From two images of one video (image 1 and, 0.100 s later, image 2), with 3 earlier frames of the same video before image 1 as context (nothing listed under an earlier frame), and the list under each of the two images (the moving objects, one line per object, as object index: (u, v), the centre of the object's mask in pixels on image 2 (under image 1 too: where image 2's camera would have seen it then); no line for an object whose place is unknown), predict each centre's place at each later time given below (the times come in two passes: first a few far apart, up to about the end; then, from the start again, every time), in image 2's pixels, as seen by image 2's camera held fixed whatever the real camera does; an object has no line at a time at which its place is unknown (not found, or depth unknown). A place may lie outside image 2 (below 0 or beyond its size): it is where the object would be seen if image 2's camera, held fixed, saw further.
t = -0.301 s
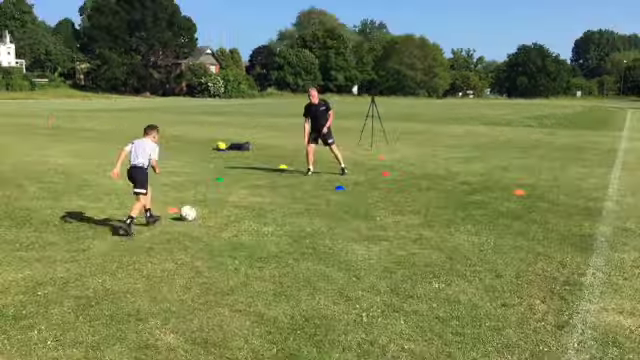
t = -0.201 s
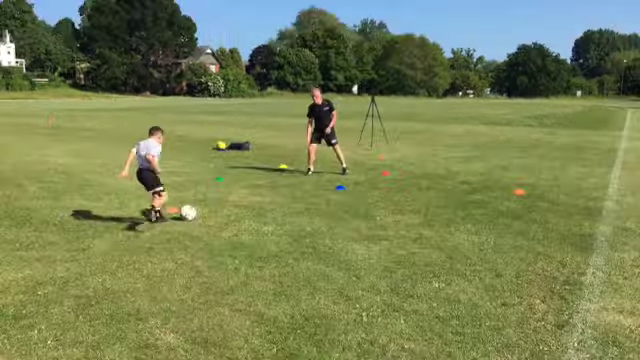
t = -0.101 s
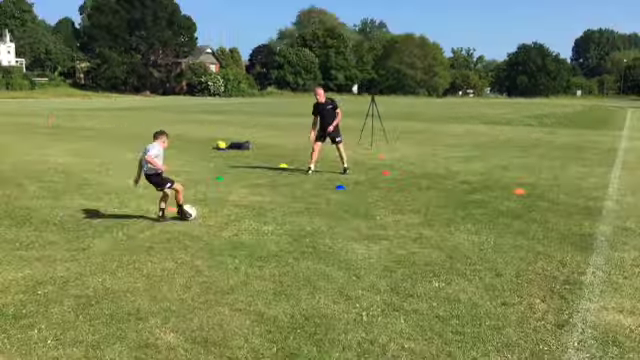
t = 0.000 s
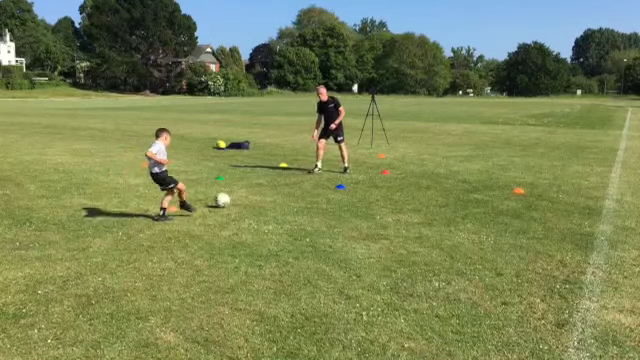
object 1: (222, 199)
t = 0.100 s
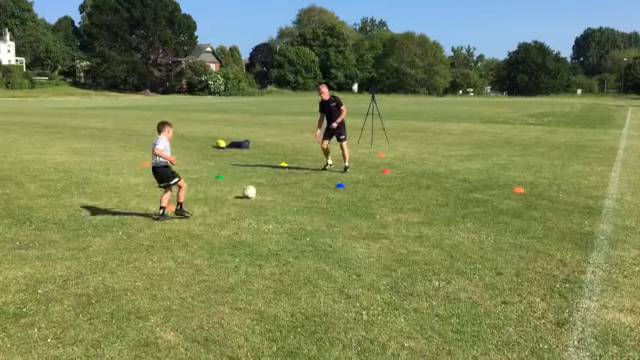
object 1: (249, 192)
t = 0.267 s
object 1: (281, 182)
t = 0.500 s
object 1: (311, 170)
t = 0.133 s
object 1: (256, 189)
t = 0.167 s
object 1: (263, 186)
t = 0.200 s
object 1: (269, 184)
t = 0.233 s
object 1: (276, 183)
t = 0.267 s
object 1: (281, 182)
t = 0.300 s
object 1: (286, 180)
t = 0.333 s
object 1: (290, 178)
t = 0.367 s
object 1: (295, 176)
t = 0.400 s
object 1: (300, 176)
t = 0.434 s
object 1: (304, 175)
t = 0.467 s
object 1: (307, 172)
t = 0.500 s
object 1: (311, 170)
